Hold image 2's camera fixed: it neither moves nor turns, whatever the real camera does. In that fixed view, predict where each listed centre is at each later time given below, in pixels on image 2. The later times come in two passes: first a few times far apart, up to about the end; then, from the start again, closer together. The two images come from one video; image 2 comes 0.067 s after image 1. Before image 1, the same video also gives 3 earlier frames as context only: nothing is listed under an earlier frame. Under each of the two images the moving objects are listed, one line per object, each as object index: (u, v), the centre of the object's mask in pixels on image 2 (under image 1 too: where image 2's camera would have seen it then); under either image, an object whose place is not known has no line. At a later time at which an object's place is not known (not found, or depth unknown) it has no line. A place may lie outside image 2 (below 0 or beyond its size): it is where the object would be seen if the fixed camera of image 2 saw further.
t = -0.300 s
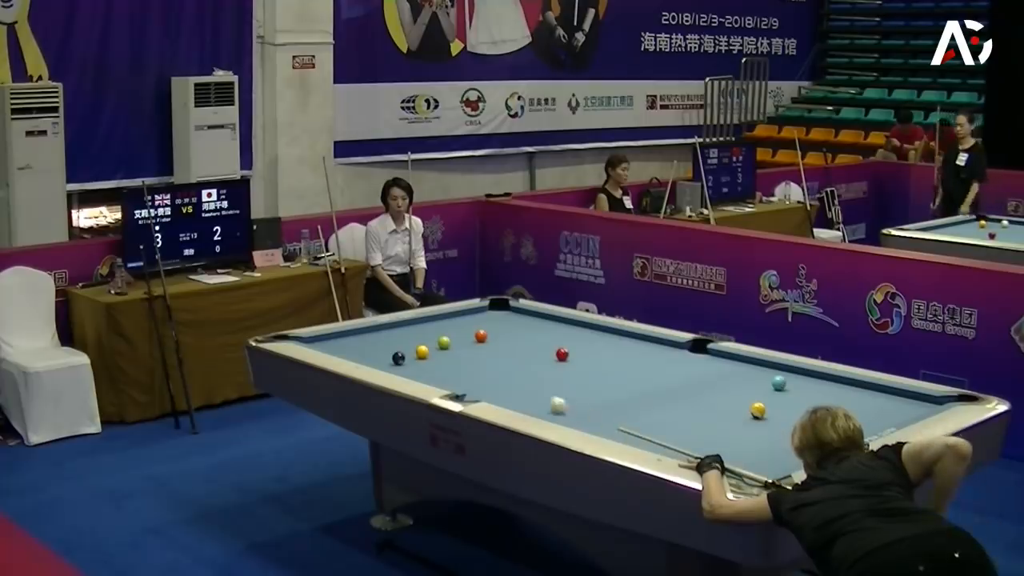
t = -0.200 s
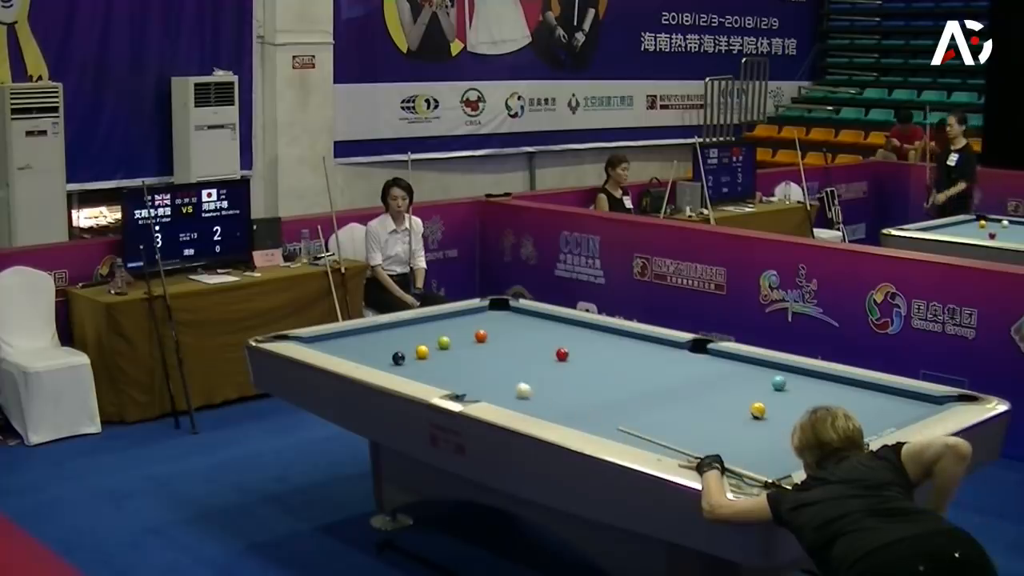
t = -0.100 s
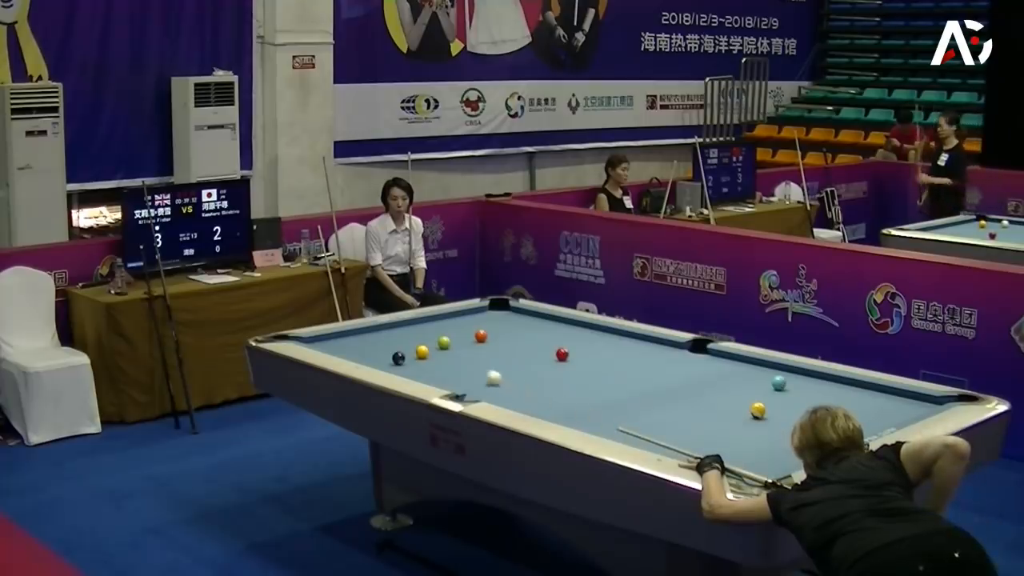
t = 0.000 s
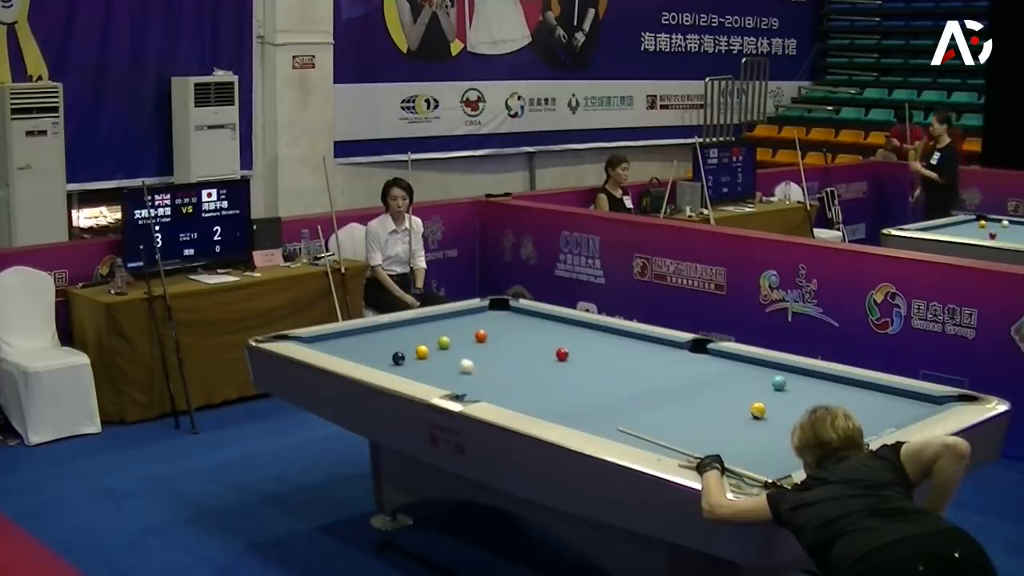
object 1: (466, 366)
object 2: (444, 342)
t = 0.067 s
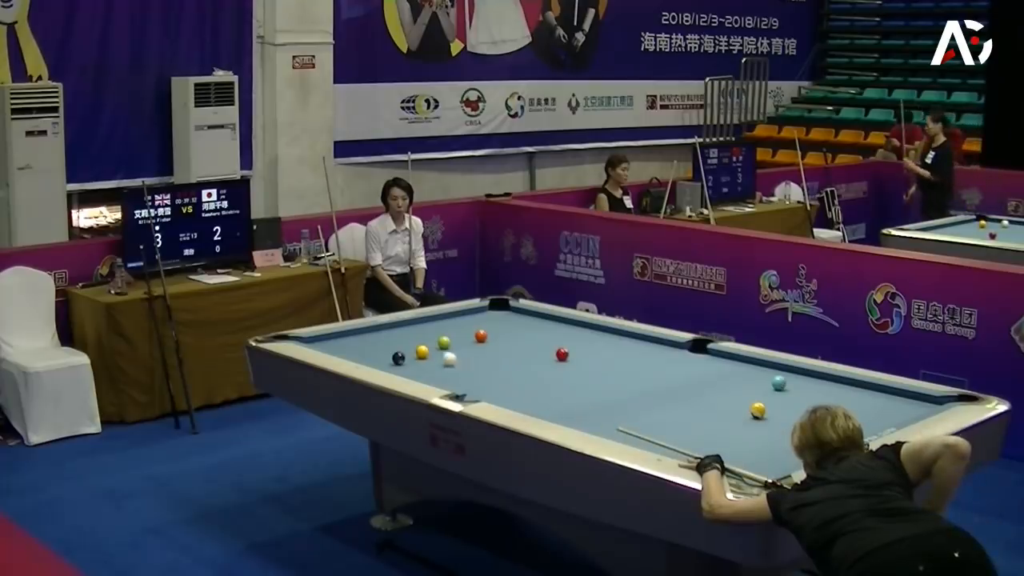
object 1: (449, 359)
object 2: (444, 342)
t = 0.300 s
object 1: (442, 346)
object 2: (447, 336)
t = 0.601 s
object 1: (437, 340)
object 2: (455, 324)
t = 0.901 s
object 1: (432, 335)
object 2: (461, 313)
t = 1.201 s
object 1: (427, 330)
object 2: (489, 312)
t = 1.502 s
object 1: (423, 325)
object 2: (517, 312)
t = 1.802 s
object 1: (419, 321)
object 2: (527, 314)
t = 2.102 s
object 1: (428, 321)
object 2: (531, 318)
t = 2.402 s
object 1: (438, 321)
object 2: (534, 322)
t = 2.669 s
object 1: (446, 321)
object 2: (537, 325)
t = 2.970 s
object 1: (454, 322)
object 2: (540, 328)
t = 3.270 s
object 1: (459, 322)
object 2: (542, 332)
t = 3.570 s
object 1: (464, 322)
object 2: (544, 335)
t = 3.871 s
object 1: (467, 323)
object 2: (546, 337)
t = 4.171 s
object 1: (468, 323)
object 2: (548, 340)
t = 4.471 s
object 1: (468, 323)
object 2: (549, 342)
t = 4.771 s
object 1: (468, 323)
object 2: (550, 343)
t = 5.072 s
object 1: (468, 323)
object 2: (551, 345)
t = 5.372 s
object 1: (469, 323)
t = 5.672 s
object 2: (551, 346)
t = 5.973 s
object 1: (468, 323)
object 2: (551, 346)
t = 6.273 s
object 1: (468, 323)
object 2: (551, 346)
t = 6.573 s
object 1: (468, 323)
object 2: (551, 346)
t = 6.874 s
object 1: (468, 323)
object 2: (551, 346)
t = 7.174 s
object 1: (468, 323)
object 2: (551, 346)
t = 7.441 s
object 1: (468, 323)
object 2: (551, 346)
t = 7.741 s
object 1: (468, 323)
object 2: (551, 346)
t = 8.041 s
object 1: (468, 323)
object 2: (551, 346)
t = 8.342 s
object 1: (468, 323)
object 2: (551, 346)
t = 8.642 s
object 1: (468, 323)
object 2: (551, 346)
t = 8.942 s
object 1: (468, 323)
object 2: (551, 346)
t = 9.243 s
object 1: (468, 323)
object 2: (551, 346)
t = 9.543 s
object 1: (468, 323)
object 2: (551, 346)
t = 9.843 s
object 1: (468, 323)
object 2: (551, 346)
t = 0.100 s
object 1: (441, 356)
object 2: (444, 342)
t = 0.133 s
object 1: (436, 352)
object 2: (444, 342)
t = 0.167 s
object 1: (438, 350)
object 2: (445, 341)
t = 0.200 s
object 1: (440, 348)
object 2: (446, 340)
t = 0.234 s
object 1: (442, 346)
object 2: (445, 338)
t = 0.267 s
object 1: (442, 346)
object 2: (447, 337)
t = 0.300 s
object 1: (442, 346)
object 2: (447, 336)
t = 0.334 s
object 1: (442, 345)
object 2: (448, 335)
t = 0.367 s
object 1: (442, 345)
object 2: (449, 333)
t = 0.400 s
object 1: (441, 344)
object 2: (449, 332)
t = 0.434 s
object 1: (441, 343)
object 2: (451, 331)
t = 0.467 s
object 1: (440, 343)
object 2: (451, 330)
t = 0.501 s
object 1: (439, 342)
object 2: (452, 329)
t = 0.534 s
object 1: (439, 341)
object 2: (453, 327)
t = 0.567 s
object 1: (438, 340)
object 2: (454, 326)
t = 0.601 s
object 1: (437, 340)
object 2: (455, 324)
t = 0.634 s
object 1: (436, 339)
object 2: (455, 323)
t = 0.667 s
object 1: (436, 339)
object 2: (456, 322)
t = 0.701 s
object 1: (436, 338)
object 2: (457, 320)
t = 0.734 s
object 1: (435, 338)
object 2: (458, 319)
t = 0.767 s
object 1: (434, 337)
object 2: (459, 318)
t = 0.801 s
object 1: (434, 336)
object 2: (459, 317)
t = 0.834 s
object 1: (433, 336)
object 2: (460, 316)
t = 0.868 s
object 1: (432, 335)
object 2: (461, 314)
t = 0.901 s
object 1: (432, 335)
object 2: (461, 313)
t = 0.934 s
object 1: (431, 334)
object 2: (463, 313)
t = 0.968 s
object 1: (431, 334)
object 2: (466, 312)
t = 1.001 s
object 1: (430, 333)
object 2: (470, 312)
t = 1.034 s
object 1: (430, 332)
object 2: (473, 312)
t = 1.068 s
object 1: (429, 332)
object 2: (476, 312)
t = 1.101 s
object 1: (429, 331)
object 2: (480, 312)
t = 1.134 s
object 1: (428, 330)
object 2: (483, 312)
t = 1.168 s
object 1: (428, 330)
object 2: (486, 312)
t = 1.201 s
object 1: (427, 330)
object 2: (489, 312)
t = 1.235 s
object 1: (427, 329)
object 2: (492, 312)
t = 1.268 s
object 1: (426, 328)
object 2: (495, 312)
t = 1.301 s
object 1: (426, 328)
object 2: (498, 312)
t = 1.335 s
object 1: (425, 327)
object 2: (501, 312)
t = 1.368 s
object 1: (425, 327)
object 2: (505, 312)
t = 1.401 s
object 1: (424, 326)
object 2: (507, 312)
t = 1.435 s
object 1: (424, 326)
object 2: (510, 312)
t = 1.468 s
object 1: (423, 325)
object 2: (514, 312)
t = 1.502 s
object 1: (423, 325)
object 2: (517, 312)
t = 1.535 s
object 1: (422, 325)
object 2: (519, 312)
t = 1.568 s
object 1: (422, 324)
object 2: (522, 312)
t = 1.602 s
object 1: (422, 324)
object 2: (525, 312)
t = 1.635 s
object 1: (421, 323)
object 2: (525, 312)
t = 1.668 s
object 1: (421, 323)
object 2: (526, 313)
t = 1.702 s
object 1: (420, 322)
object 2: (526, 313)
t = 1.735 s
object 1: (420, 322)
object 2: (527, 313)
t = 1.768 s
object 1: (419, 321)
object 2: (527, 314)
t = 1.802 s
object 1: (419, 321)
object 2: (527, 314)
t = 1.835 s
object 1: (419, 321)
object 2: (528, 315)
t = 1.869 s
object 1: (420, 320)
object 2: (528, 315)
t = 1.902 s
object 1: (421, 320)
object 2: (529, 315)
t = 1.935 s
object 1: (422, 320)
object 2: (529, 316)
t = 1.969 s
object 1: (423, 320)
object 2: (530, 316)
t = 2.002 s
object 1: (424, 321)
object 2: (530, 317)
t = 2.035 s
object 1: (426, 321)
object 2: (530, 317)
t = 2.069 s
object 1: (427, 321)
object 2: (531, 318)
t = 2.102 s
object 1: (428, 321)
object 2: (531, 318)
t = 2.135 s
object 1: (429, 321)
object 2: (531, 319)
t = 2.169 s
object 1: (430, 321)
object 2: (532, 319)
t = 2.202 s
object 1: (432, 321)
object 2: (532, 319)
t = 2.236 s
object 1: (433, 321)
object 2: (532, 320)
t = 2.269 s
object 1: (434, 321)
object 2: (533, 320)
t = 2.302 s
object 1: (435, 321)
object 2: (533, 321)
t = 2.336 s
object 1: (436, 321)
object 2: (533, 321)
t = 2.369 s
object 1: (437, 321)
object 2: (534, 322)
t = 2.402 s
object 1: (438, 321)
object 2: (534, 322)
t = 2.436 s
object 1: (439, 321)
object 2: (534, 322)
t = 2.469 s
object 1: (440, 321)
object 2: (535, 323)
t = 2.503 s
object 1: (441, 321)
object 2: (535, 323)
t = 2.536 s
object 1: (442, 321)
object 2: (536, 324)
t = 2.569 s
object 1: (443, 321)
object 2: (536, 324)
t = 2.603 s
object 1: (444, 321)
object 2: (536, 324)
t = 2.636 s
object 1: (445, 321)
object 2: (536, 325)
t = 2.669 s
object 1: (446, 321)
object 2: (537, 325)
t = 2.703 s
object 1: (447, 321)
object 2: (537, 325)
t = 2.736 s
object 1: (448, 322)
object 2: (537, 326)
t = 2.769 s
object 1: (449, 321)
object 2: (538, 326)
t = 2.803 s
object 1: (450, 322)
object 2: (538, 327)
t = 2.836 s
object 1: (450, 322)
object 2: (538, 327)
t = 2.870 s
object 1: (451, 322)
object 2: (538, 327)
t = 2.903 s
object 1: (452, 322)
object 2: (539, 327)
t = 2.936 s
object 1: (453, 322)
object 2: (539, 328)
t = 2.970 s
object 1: (454, 322)
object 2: (540, 328)
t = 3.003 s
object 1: (454, 322)
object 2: (540, 328)
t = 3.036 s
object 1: (455, 322)
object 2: (540, 329)
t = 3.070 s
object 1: (456, 322)
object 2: (540, 329)
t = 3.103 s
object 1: (456, 322)
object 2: (541, 330)
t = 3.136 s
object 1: (457, 322)
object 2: (541, 330)
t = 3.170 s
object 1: (458, 322)
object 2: (541, 331)
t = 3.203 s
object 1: (458, 322)
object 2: (542, 331)
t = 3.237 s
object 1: (459, 322)
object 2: (542, 332)
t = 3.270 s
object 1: (459, 322)
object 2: (542, 332)
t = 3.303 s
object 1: (460, 322)
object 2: (543, 332)
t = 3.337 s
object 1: (460, 322)
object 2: (543, 332)
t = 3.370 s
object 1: (461, 322)
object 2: (543, 333)
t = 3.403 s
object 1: (461, 322)
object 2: (543, 333)
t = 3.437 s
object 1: (462, 322)
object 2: (543, 333)
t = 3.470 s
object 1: (463, 322)
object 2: (544, 334)
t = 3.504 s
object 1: (463, 322)
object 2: (544, 334)
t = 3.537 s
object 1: (464, 322)
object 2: (544, 334)
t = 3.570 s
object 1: (464, 322)
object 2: (544, 335)
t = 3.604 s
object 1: (464, 322)
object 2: (544, 335)
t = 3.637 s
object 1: (465, 323)
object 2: (545, 335)
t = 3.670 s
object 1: (465, 323)
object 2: (545, 336)
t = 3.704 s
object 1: (466, 323)
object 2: (545, 336)
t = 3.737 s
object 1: (466, 323)
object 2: (545, 336)
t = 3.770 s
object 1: (466, 323)
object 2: (546, 337)
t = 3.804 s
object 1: (466, 323)
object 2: (546, 337)
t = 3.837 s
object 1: (466, 323)
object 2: (546, 337)
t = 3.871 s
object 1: (467, 323)
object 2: (546, 337)
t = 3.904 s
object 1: (467, 323)
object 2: (546, 338)
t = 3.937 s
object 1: (467, 323)
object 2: (546, 338)
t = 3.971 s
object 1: (467, 323)
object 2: (547, 338)
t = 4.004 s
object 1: (467, 323)
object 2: (547, 339)
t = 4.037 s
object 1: (468, 323)
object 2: (547, 339)
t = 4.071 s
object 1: (468, 323)
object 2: (547, 339)
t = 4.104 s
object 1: (468, 323)
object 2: (548, 339)
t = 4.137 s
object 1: (468, 323)
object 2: (548, 340)
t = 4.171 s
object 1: (468, 323)
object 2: (548, 340)
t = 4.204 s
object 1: (468, 323)
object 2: (548, 340)
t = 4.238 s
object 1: (468, 323)
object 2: (548, 340)
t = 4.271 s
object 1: (468, 323)
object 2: (548, 340)
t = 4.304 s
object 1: (468, 323)
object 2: (548, 341)
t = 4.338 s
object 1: (468, 323)
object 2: (549, 341)
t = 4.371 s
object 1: (468, 323)
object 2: (549, 341)
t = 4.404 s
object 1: (468, 323)
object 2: (549, 341)
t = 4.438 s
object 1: (468, 323)
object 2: (549, 341)
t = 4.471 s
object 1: (468, 323)
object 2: (549, 342)
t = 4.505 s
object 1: (468, 323)
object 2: (549, 342)
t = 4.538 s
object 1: (468, 323)
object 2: (549, 342)
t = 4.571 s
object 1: (468, 323)
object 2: (550, 342)
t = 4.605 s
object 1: (468, 323)
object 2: (550, 342)
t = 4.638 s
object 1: (468, 323)
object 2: (550, 342)
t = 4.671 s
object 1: (468, 323)
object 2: (550, 343)
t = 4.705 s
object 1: (468, 323)
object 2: (550, 343)
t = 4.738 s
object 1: (468, 323)
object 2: (550, 343)
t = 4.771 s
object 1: (468, 323)
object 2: (550, 343)
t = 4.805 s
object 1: (468, 323)
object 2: (550, 343)
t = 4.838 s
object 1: (468, 323)
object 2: (550, 343)
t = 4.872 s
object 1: (468, 323)
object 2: (550, 344)
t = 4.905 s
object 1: (468, 323)
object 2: (550, 344)
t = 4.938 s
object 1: (468, 323)
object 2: (550, 344)
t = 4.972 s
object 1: (468, 323)
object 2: (550, 344)
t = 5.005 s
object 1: (468, 323)
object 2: (550, 344)
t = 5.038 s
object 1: (468, 323)
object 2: (550, 344)
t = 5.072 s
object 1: (468, 323)
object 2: (551, 345)
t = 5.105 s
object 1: (468, 323)
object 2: (551, 344)
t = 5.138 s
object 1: (468, 323)
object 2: (550, 345)
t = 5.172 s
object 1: (468, 323)
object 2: (548, 345)
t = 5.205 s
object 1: (468, 323)
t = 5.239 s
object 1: (468, 323)
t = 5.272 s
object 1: (468, 323)
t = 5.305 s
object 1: (468, 323)
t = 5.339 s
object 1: (468, 323)
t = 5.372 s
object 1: (469, 323)
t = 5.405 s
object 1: (468, 323)
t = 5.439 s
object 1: (468, 323)
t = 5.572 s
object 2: (552, 346)
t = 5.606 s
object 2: (551, 345)
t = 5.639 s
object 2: (551, 345)
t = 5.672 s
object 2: (551, 346)
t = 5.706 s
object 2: (551, 346)
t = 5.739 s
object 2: (551, 346)
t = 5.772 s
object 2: (551, 346)
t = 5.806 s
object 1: (470, 322)
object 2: (551, 346)
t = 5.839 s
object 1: (469, 322)
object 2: (551, 346)
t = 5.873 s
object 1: (468, 322)
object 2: (551, 346)
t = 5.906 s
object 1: (468, 322)
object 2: (551, 346)
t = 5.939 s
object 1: (468, 323)
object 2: (551, 346)
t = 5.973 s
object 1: (468, 323)
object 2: (551, 346)
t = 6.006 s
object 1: (468, 323)
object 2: (551, 346)
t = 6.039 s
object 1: (468, 323)
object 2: (551, 346)
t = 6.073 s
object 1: (468, 323)
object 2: (551, 346)
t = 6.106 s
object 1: (468, 323)
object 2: (551, 346)
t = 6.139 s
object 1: (468, 323)
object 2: (551, 346)
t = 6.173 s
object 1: (468, 323)
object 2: (551, 346)
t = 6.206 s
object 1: (468, 323)
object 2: (551, 346)
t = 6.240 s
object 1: (468, 323)
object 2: (551, 346)
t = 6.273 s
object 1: (468, 323)
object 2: (551, 346)
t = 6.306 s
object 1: (468, 323)
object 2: (551, 346)
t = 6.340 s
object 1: (468, 323)
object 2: (551, 346)
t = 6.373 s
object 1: (468, 323)
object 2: (551, 346)
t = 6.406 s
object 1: (468, 323)
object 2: (551, 346)
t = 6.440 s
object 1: (468, 323)
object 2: (551, 346)
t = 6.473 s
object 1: (468, 323)
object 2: (551, 346)
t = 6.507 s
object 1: (468, 323)
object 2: (551, 346)
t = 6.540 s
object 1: (468, 323)
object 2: (551, 346)
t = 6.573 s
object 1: (468, 323)
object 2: (551, 346)
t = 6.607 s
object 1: (468, 323)
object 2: (551, 346)
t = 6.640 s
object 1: (468, 323)
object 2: (551, 346)
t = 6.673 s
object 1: (468, 323)
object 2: (551, 346)
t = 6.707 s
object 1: (468, 323)
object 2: (551, 346)
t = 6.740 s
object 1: (468, 323)
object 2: (551, 346)
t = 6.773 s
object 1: (468, 323)
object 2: (551, 346)
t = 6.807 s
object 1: (468, 323)
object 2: (551, 346)
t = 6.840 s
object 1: (468, 323)
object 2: (551, 346)
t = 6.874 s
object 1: (468, 323)
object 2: (551, 346)
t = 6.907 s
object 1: (468, 323)
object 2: (551, 346)
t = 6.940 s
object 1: (468, 323)
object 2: (551, 346)
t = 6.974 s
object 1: (468, 323)
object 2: (551, 346)
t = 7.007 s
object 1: (468, 323)
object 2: (551, 346)
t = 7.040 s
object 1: (468, 323)
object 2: (551, 346)
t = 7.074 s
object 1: (468, 323)
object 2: (551, 346)
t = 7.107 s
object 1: (468, 323)
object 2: (551, 346)
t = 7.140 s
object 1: (468, 323)
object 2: (551, 346)
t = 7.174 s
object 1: (468, 323)
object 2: (551, 346)
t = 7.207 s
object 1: (468, 323)
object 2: (551, 346)
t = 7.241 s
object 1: (468, 323)
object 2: (551, 346)
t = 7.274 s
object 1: (468, 323)
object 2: (551, 346)
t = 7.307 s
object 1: (468, 323)
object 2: (551, 346)
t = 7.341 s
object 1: (468, 323)
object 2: (551, 346)
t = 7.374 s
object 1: (468, 323)
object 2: (551, 346)
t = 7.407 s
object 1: (468, 323)
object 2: (551, 346)
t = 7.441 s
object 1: (468, 323)
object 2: (551, 346)
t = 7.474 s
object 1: (468, 323)
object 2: (551, 346)
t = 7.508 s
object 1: (468, 323)
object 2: (551, 346)
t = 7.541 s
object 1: (468, 323)
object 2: (551, 346)
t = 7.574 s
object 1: (468, 323)
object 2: (551, 346)
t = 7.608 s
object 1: (468, 323)
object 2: (551, 346)
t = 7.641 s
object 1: (468, 323)
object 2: (551, 346)
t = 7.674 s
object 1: (468, 323)
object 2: (551, 346)
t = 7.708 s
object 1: (468, 323)
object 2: (551, 346)
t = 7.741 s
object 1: (468, 323)
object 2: (551, 346)
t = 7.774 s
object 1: (468, 323)
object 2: (551, 346)
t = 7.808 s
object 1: (468, 323)
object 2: (551, 346)
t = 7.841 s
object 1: (468, 323)
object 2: (551, 346)
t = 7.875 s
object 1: (468, 323)
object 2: (551, 346)
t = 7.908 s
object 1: (468, 323)
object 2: (551, 346)
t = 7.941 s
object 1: (468, 323)
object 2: (551, 346)
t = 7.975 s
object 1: (468, 323)
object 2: (551, 346)
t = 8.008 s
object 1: (468, 323)
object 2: (551, 346)
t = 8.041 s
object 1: (468, 323)
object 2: (551, 346)
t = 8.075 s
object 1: (468, 323)
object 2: (551, 346)
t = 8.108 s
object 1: (468, 323)
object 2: (551, 346)
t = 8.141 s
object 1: (468, 323)
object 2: (551, 346)
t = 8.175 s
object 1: (468, 323)
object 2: (551, 346)
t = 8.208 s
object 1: (468, 323)
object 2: (551, 346)
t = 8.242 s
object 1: (468, 323)
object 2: (551, 346)
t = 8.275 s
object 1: (468, 323)
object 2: (551, 346)
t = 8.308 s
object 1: (468, 323)
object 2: (551, 346)
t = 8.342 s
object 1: (468, 323)
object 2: (551, 346)
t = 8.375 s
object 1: (468, 323)
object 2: (551, 346)
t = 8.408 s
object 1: (468, 323)
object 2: (551, 346)
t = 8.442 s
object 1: (468, 323)
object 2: (551, 346)
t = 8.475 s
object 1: (468, 323)
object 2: (551, 346)
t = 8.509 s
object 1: (468, 323)
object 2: (551, 346)
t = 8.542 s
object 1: (468, 323)
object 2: (551, 346)
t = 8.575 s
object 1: (468, 323)
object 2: (551, 346)
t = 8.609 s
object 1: (468, 323)
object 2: (551, 346)
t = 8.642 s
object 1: (468, 323)
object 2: (551, 346)
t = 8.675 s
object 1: (468, 323)
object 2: (551, 346)
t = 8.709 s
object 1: (468, 323)
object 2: (551, 346)
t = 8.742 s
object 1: (468, 323)
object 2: (551, 346)
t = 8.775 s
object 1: (468, 323)
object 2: (551, 346)
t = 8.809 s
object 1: (468, 323)
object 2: (551, 346)
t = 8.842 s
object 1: (468, 323)
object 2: (551, 346)
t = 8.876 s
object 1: (468, 323)
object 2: (551, 346)
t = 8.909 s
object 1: (468, 323)
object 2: (551, 346)
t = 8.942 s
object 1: (468, 323)
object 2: (551, 346)
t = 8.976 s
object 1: (468, 323)
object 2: (551, 346)
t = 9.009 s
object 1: (468, 323)
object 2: (551, 346)
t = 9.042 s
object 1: (468, 323)
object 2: (551, 346)
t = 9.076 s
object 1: (468, 323)
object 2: (551, 346)
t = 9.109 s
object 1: (468, 323)
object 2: (551, 346)
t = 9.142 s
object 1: (468, 323)
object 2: (551, 346)
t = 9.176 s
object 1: (468, 323)
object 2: (551, 346)
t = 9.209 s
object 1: (468, 323)
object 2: (551, 346)
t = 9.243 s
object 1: (468, 323)
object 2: (551, 346)
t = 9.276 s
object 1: (468, 323)
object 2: (551, 346)
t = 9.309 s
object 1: (468, 323)
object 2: (551, 346)
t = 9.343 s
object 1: (468, 323)
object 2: (551, 346)
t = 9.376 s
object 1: (468, 323)
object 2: (551, 346)
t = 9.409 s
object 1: (468, 323)
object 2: (551, 346)
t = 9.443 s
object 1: (468, 323)
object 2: (551, 346)
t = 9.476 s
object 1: (468, 323)
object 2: (551, 346)
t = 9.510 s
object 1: (468, 323)
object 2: (551, 346)
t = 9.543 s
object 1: (468, 323)
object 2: (551, 346)
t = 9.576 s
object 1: (468, 323)
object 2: (551, 346)
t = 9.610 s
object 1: (468, 323)
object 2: (551, 346)
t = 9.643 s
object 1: (468, 323)
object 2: (551, 346)
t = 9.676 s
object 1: (468, 323)
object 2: (551, 346)
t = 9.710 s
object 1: (468, 323)
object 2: (551, 346)
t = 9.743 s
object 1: (468, 323)
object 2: (551, 346)
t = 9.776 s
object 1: (468, 323)
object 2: (551, 346)
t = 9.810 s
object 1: (468, 323)
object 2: (551, 346)
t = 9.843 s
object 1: (468, 323)
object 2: (551, 346)
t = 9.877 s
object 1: (468, 323)
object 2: (551, 346)
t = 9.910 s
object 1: (468, 323)
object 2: (551, 346)
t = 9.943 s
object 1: (468, 323)
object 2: (551, 346)
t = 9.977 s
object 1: (468, 323)
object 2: (551, 346)
